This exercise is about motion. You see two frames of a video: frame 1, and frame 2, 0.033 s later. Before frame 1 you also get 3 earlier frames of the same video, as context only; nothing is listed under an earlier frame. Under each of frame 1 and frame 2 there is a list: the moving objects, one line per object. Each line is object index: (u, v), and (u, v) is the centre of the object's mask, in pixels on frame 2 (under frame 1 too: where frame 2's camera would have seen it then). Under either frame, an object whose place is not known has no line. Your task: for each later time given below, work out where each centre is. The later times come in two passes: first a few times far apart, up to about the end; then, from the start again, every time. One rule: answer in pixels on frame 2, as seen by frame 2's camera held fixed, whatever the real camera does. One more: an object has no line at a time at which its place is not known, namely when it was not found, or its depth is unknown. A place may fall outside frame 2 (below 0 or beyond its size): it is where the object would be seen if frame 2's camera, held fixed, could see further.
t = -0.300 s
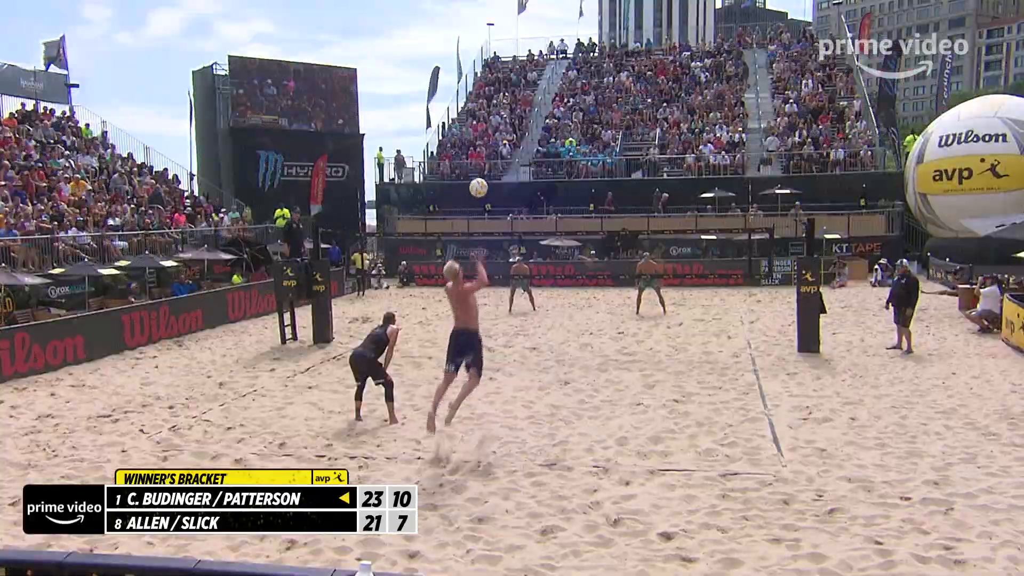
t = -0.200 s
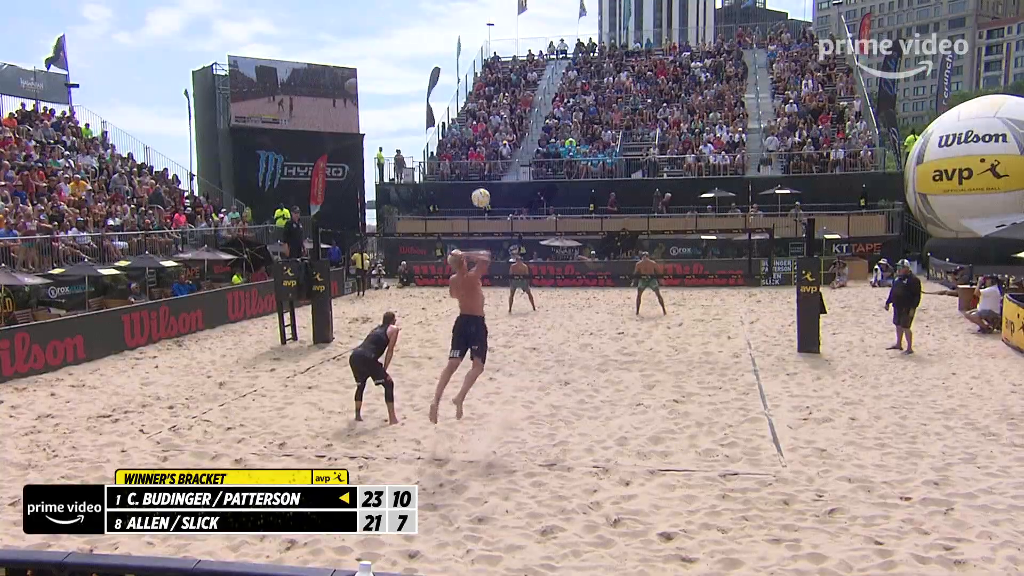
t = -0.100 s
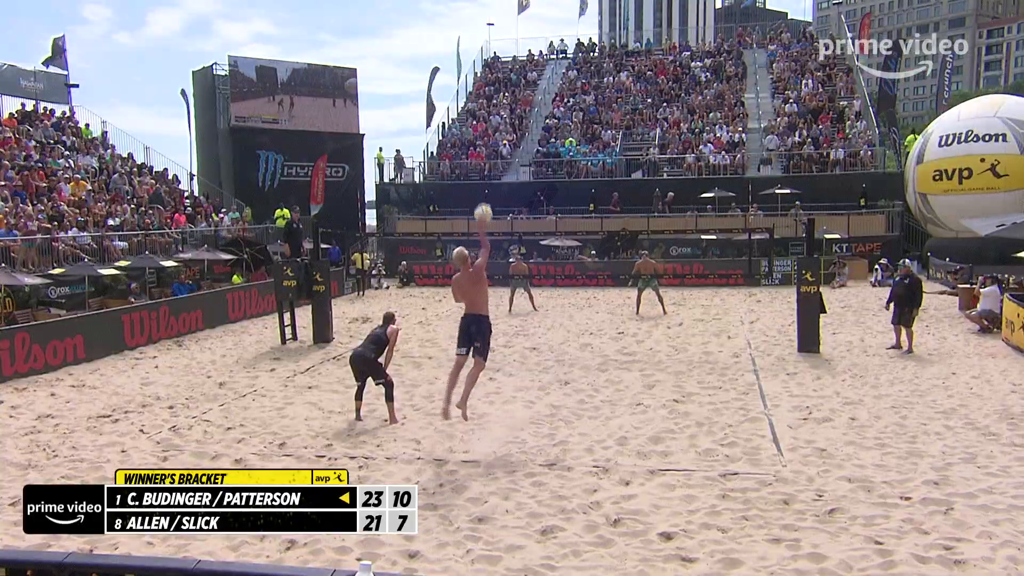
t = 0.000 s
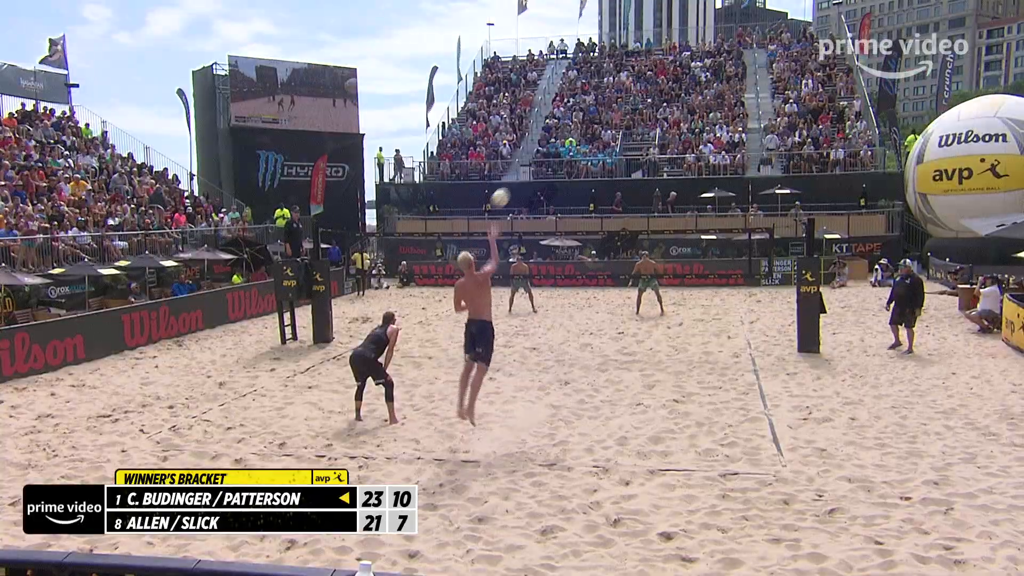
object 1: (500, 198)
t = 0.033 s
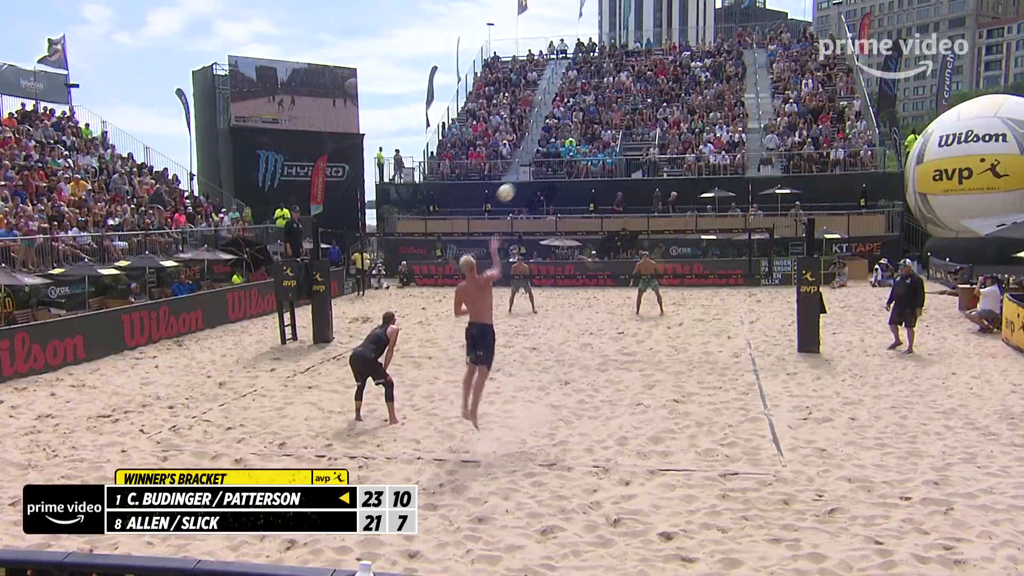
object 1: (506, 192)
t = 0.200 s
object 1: (531, 178)
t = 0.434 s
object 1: (558, 189)
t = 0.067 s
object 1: (511, 188)
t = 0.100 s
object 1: (516, 184)
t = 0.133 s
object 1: (521, 181)
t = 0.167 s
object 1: (526, 179)
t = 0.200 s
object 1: (531, 178)
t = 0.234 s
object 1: (536, 178)
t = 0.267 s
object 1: (539, 178)
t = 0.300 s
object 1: (543, 179)
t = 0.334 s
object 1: (547, 181)
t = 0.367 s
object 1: (551, 183)
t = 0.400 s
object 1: (554, 186)
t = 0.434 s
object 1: (558, 189)
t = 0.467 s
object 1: (561, 192)
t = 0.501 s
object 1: (564, 196)
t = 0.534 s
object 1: (567, 201)
